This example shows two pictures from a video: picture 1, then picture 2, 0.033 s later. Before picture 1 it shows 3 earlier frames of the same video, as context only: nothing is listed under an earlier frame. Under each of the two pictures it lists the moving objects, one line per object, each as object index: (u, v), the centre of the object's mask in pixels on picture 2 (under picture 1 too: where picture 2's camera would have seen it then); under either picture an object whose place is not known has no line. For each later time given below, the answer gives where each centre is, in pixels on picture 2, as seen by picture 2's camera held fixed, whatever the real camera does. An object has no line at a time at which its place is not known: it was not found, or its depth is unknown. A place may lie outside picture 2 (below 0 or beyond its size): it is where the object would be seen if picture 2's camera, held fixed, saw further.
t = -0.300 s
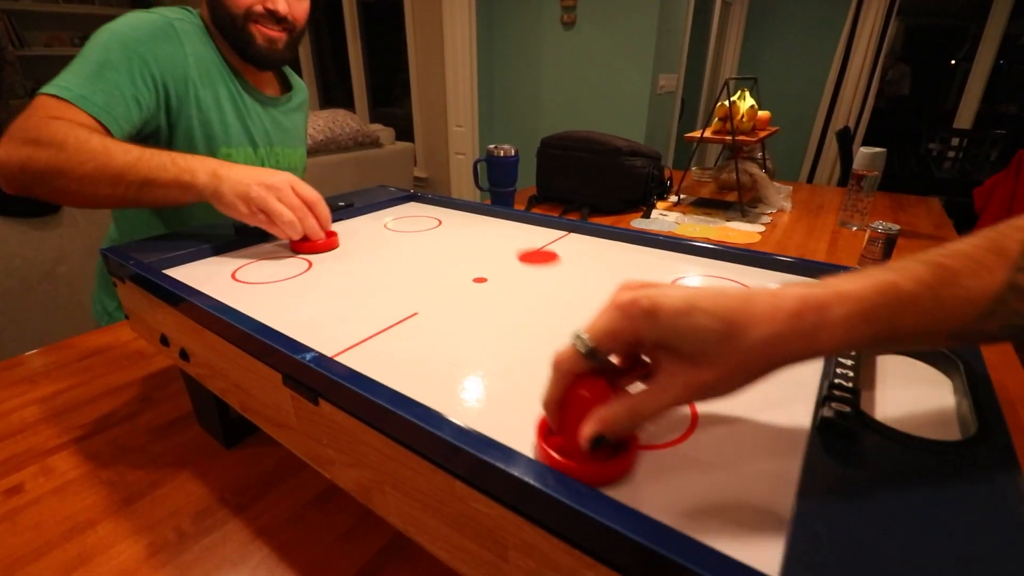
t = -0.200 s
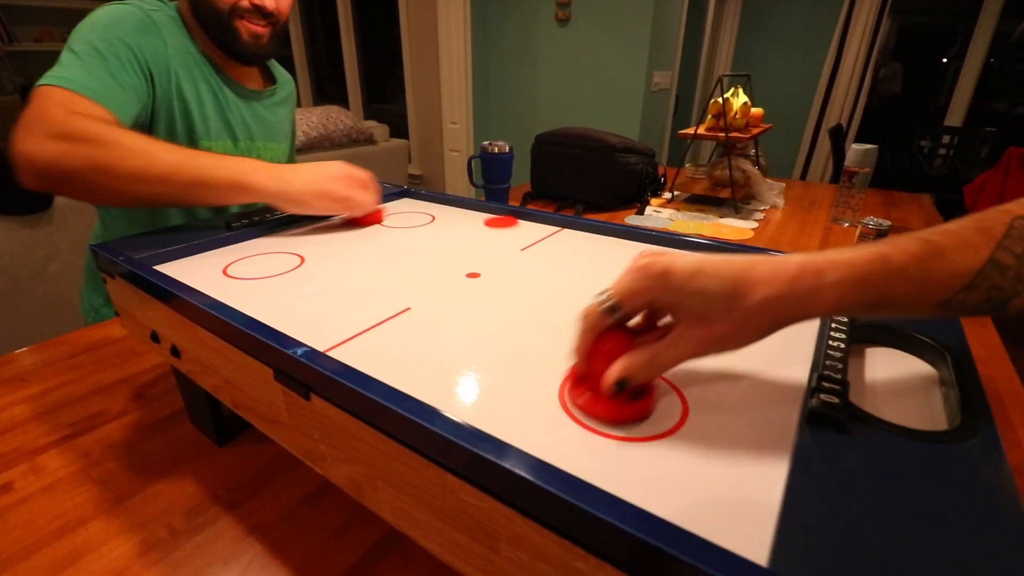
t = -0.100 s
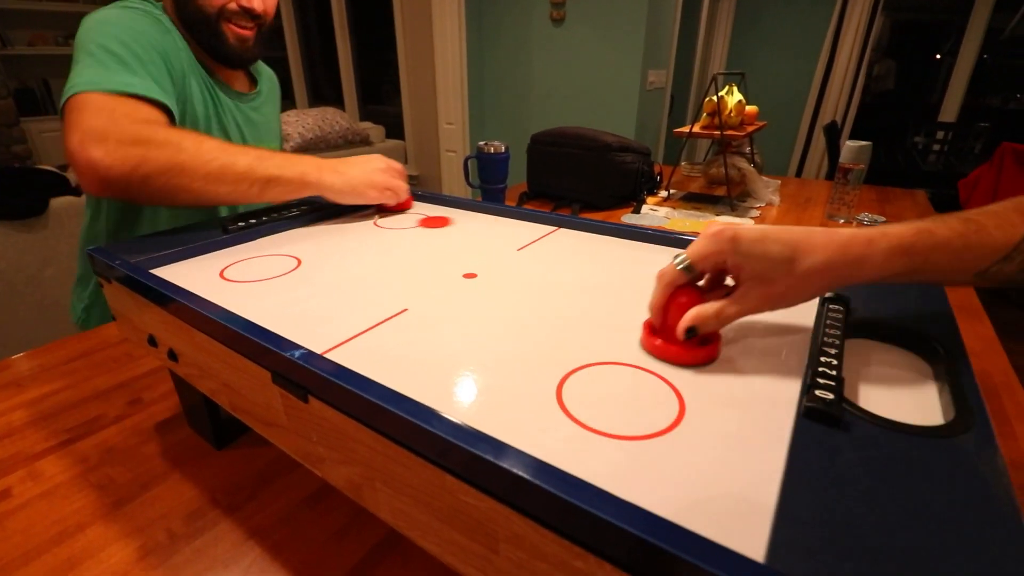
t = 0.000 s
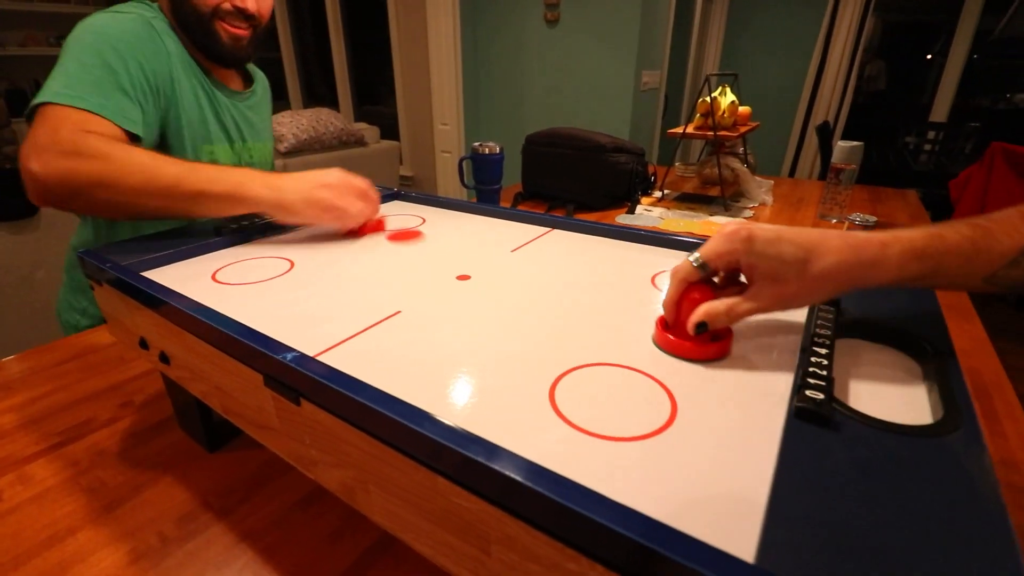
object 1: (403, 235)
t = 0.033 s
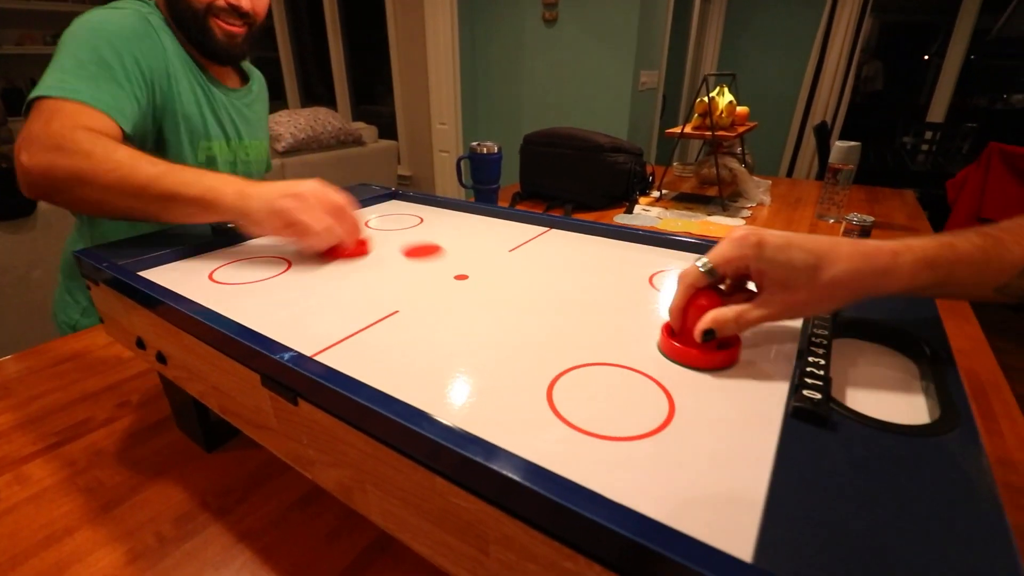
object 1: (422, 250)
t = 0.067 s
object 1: (445, 268)
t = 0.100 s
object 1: (475, 292)
